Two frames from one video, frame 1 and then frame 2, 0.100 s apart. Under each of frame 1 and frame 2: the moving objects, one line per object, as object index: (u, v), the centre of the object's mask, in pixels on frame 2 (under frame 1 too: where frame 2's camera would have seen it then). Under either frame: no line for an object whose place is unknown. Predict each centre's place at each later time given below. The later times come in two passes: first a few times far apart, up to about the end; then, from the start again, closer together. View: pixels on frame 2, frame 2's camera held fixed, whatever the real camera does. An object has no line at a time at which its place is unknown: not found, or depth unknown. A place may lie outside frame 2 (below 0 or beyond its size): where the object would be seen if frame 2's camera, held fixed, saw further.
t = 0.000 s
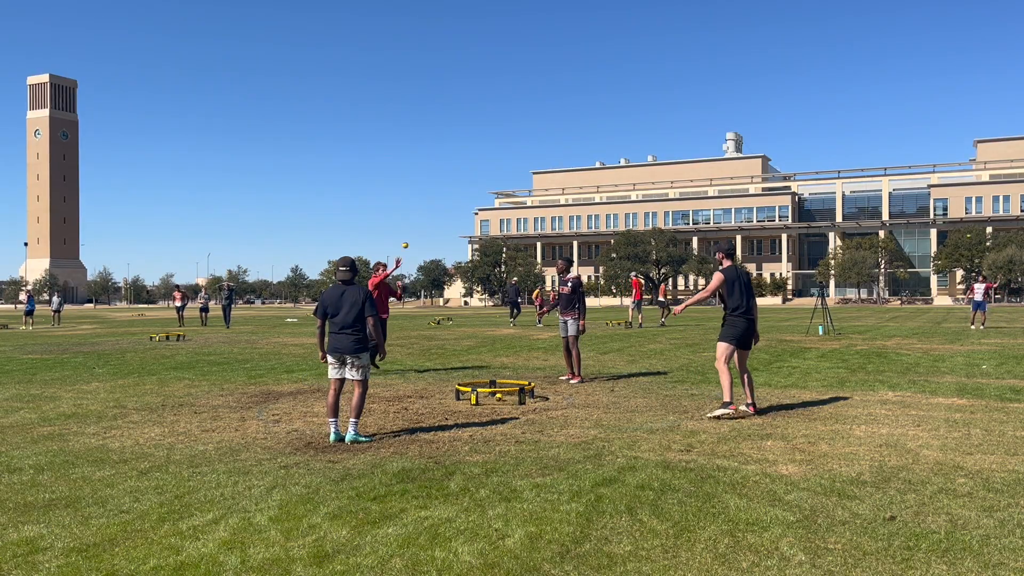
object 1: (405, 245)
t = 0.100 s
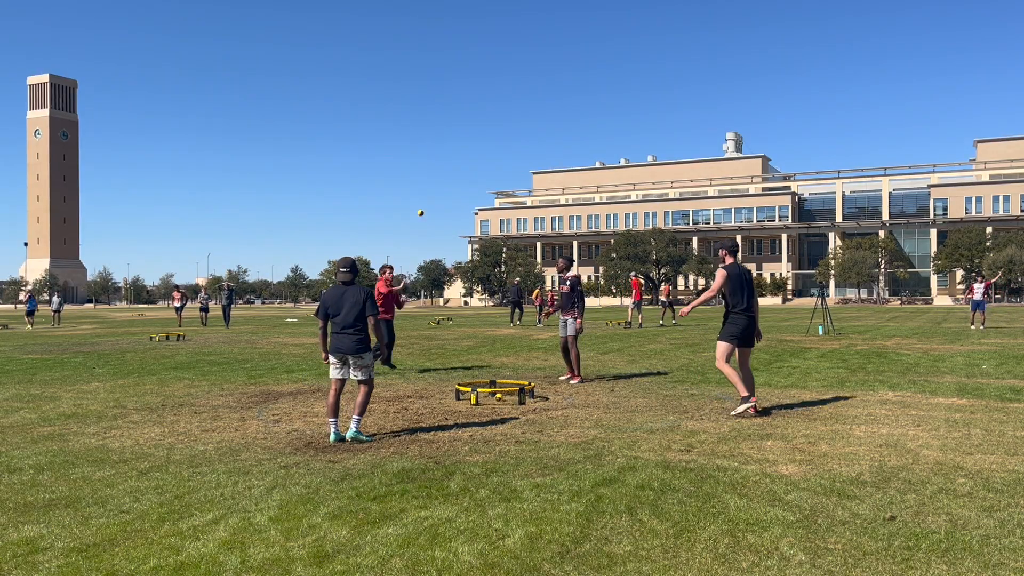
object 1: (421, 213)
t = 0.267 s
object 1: (446, 173)
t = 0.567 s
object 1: (495, 145)
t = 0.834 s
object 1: (541, 170)
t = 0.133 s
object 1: (426, 204)
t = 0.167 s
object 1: (431, 195)
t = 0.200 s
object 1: (436, 187)
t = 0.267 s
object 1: (446, 173)
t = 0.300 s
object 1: (451, 167)
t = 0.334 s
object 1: (457, 161)
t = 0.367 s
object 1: (462, 157)
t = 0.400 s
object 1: (467, 153)
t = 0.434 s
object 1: (473, 150)
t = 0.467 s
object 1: (478, 148)
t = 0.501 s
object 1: (483, 146)
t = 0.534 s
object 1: (489, 145)
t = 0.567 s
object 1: (495, 145)
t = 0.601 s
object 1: (500, 146)
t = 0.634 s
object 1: (506, 147)
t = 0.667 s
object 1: (512, 149)
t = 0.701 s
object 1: (517, 152)
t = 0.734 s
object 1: (523, 155)
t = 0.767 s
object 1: (529, 160)
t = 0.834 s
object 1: (541, 170)
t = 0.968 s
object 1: (566, 202)
